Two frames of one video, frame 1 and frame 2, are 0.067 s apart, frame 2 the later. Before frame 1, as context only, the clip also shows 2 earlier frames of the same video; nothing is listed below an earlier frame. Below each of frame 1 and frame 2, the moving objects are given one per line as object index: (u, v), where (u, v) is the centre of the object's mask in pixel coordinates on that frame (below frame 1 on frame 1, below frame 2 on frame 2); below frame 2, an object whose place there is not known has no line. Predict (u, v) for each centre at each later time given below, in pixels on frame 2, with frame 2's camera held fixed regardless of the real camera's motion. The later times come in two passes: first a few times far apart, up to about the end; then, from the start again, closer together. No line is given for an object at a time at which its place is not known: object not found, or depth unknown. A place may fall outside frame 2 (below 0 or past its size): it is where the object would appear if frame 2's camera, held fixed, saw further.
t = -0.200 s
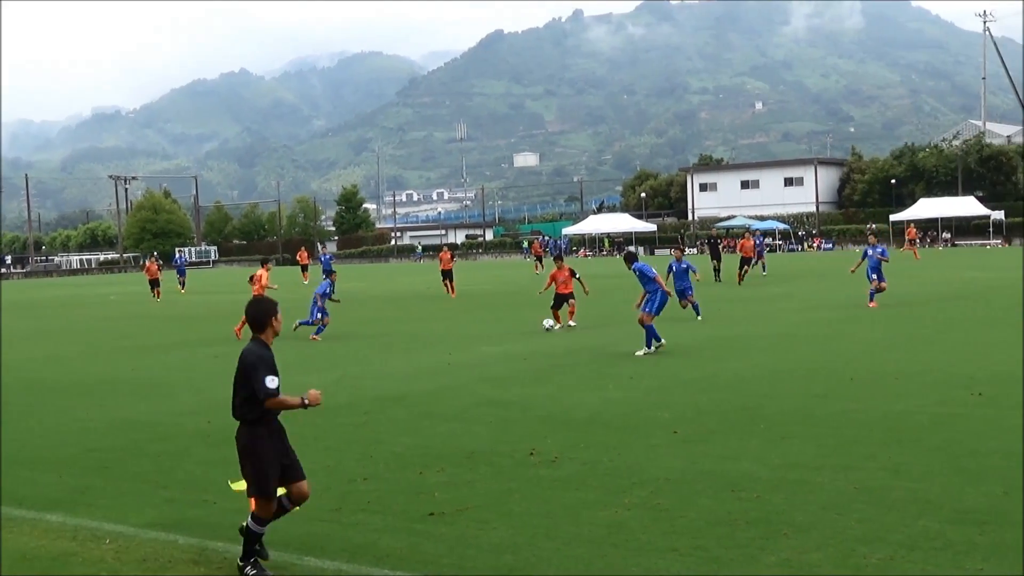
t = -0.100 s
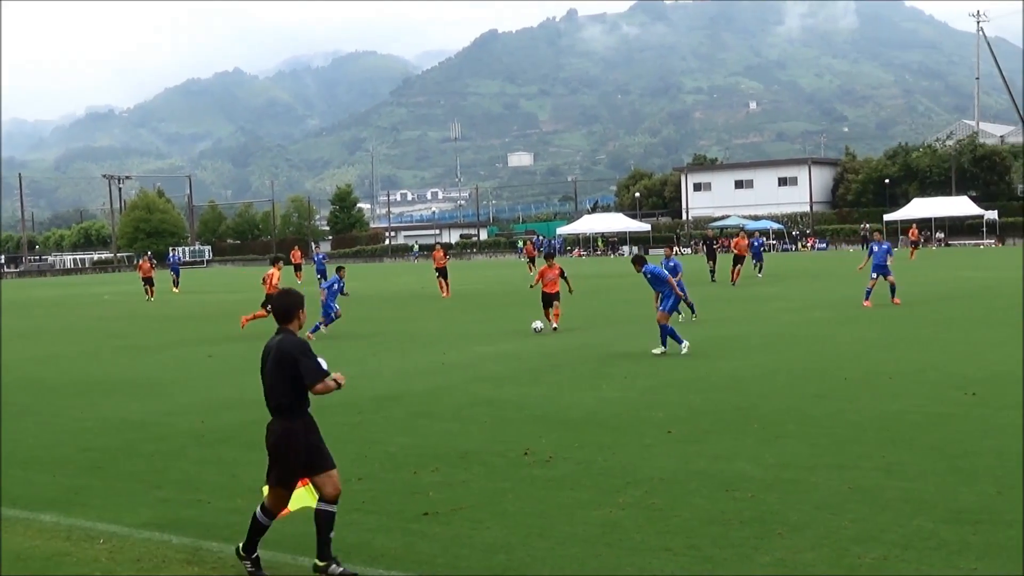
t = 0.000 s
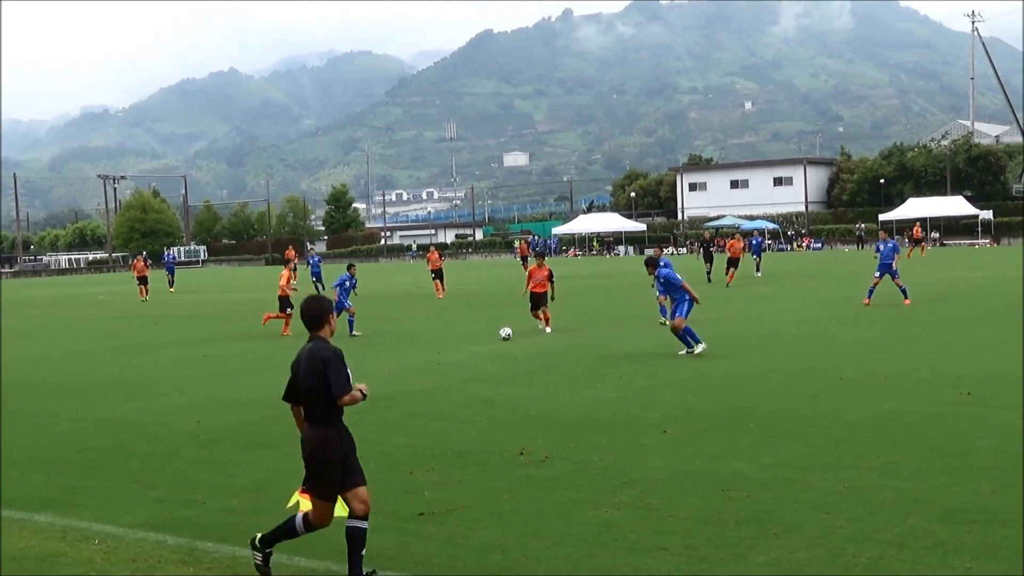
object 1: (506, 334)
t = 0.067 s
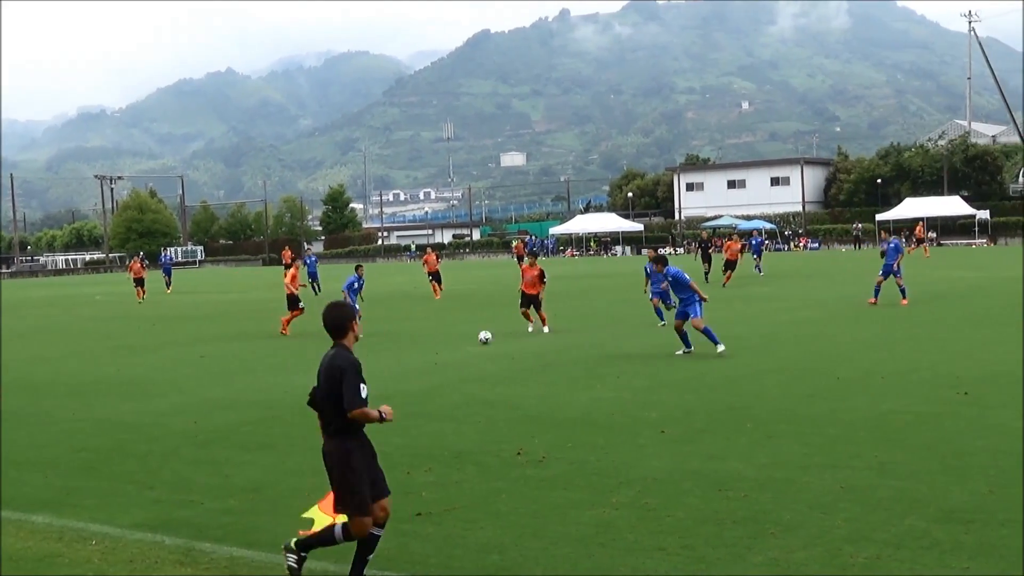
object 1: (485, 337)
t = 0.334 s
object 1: (409, 351)
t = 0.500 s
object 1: (363, 363)
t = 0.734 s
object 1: (299, 379)
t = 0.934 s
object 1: (246, 393)
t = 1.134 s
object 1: (198, 406)
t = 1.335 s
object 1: (150, 421)
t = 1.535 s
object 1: (97, 436)
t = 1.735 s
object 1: (38, 454)
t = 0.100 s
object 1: (475, 339)
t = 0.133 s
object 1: (466, 341)
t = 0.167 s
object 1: (457, 344)
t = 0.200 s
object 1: (448, 345)
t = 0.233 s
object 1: (439, 346)
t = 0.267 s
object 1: (431, 347)
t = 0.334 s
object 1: (409, 351)
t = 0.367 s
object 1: (401, 354)
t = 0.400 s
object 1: (392, 357)
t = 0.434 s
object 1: (382, 359)
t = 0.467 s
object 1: (372, 361)
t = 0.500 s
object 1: (363, 363)
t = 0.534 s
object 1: (354, 366)
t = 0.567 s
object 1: (345, 368)
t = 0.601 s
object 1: (335, 371)
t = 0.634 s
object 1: (326, 373)
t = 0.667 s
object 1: (317, 375)
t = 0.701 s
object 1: (308, 377)
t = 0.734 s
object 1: (299, 379)
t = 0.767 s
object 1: (290, 381)
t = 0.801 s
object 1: (281, 384)
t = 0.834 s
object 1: (272, 386)
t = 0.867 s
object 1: (263, 388)
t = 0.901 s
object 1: (255, 390)
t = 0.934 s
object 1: (246, 393)
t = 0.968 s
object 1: (238, 395)
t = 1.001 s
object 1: (230, 397)
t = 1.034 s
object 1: (222, 400)
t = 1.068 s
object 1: (214, 401)
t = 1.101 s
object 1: (206, 403)
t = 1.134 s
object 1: (198, 406)
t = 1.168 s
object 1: (191, 409)
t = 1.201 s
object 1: (183, 411)
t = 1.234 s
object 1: (174, 412)
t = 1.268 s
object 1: (166, 414)
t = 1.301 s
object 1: (158, 418)
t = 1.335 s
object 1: (150, 421)
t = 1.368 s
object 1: (142, 423)
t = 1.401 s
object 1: (133, 425)
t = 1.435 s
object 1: (125, 428)
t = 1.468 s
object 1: (116, 431)
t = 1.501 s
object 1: (107, 433)
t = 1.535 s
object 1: (97, 436)
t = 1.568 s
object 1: (88, 439)
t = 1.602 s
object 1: (78, 442)
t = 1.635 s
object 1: (69, 445)
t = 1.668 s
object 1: (59, 448)
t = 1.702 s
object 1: (49, 451)
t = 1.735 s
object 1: (38, 454)
